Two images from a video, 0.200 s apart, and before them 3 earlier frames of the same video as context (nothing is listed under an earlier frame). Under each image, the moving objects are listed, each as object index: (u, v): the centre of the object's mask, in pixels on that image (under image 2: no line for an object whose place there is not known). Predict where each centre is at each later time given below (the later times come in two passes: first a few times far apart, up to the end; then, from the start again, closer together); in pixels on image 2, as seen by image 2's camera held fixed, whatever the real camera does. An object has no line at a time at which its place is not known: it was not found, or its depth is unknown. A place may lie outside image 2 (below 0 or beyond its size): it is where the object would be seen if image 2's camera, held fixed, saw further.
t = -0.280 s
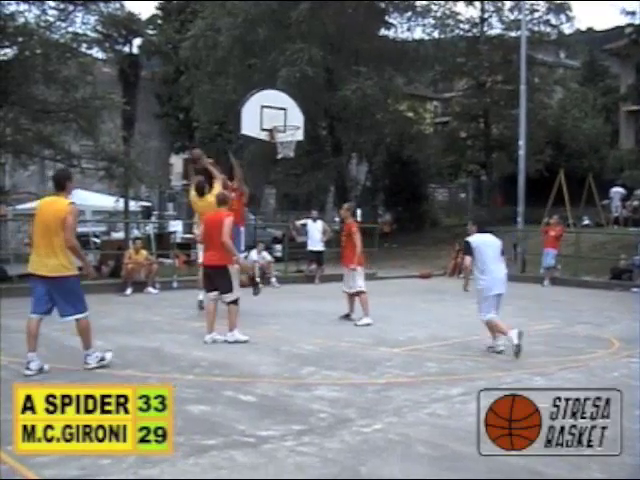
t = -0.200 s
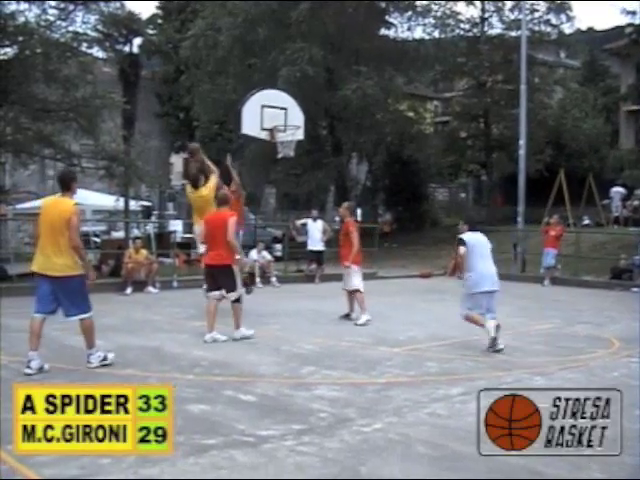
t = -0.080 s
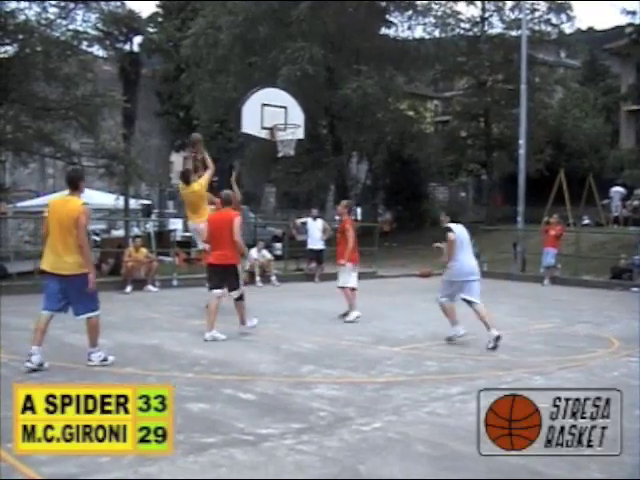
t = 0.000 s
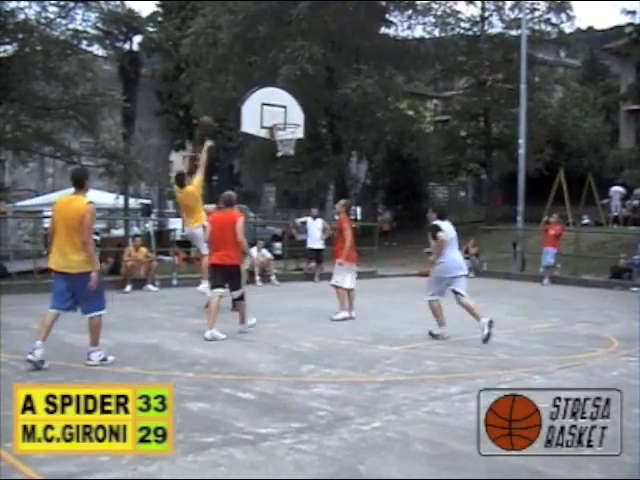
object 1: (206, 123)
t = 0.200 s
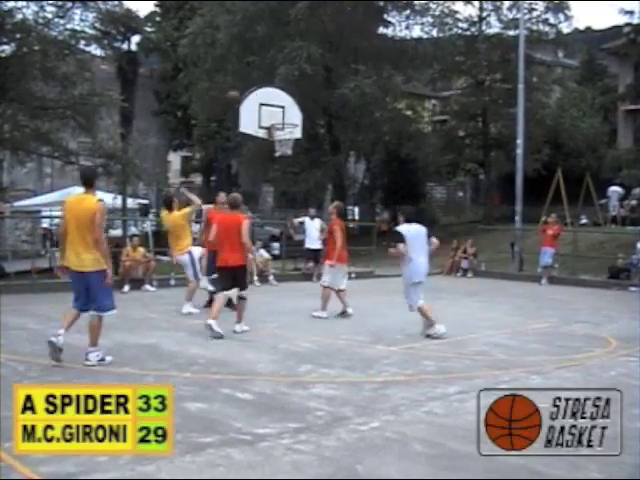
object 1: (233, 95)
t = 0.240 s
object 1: (237, 95)
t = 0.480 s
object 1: (268, 104)
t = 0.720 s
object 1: (291, 118)
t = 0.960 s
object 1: (279, 108)
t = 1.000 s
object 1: (277, 109)
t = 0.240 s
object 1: (237, 95)
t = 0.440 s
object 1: (263, 101)
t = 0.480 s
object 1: (268, 104)
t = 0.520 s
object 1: (272, 109)
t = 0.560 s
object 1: (277, 115)
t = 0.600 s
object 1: (281, 121)
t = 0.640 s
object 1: (286, 122)
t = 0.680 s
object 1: (290, 121)
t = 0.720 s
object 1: (291, 118)
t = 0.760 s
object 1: (289, 114)
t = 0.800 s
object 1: (287, 111)
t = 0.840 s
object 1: (285, 108)
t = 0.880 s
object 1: (283, 107)
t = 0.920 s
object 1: (281, 107)
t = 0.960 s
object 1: (279, 108)
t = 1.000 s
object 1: (277, 109)
